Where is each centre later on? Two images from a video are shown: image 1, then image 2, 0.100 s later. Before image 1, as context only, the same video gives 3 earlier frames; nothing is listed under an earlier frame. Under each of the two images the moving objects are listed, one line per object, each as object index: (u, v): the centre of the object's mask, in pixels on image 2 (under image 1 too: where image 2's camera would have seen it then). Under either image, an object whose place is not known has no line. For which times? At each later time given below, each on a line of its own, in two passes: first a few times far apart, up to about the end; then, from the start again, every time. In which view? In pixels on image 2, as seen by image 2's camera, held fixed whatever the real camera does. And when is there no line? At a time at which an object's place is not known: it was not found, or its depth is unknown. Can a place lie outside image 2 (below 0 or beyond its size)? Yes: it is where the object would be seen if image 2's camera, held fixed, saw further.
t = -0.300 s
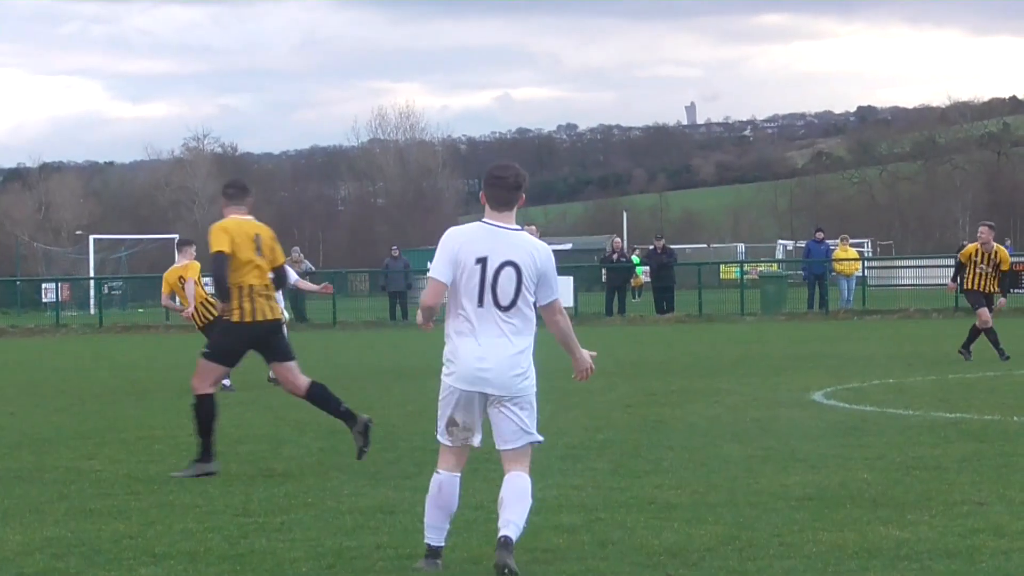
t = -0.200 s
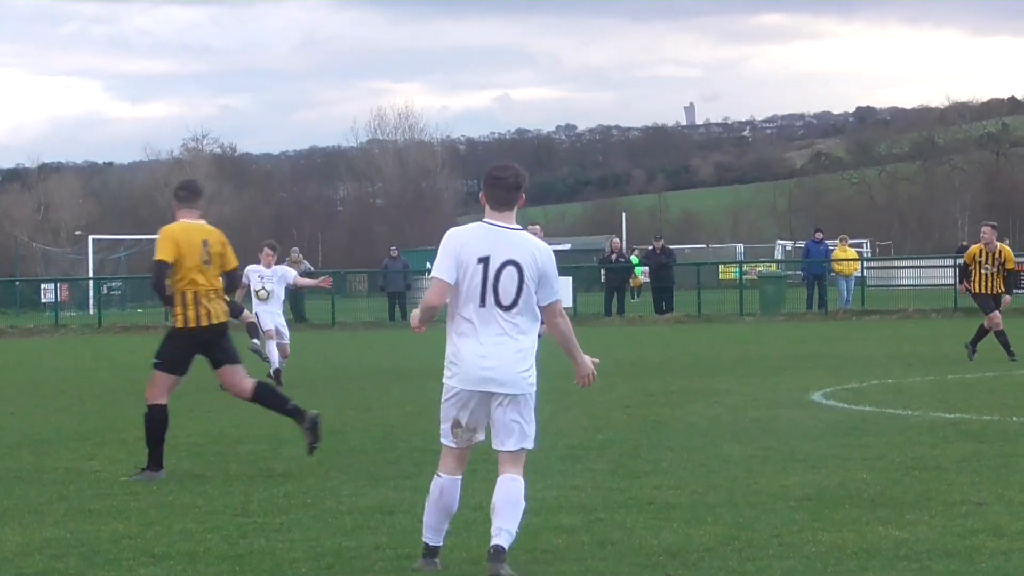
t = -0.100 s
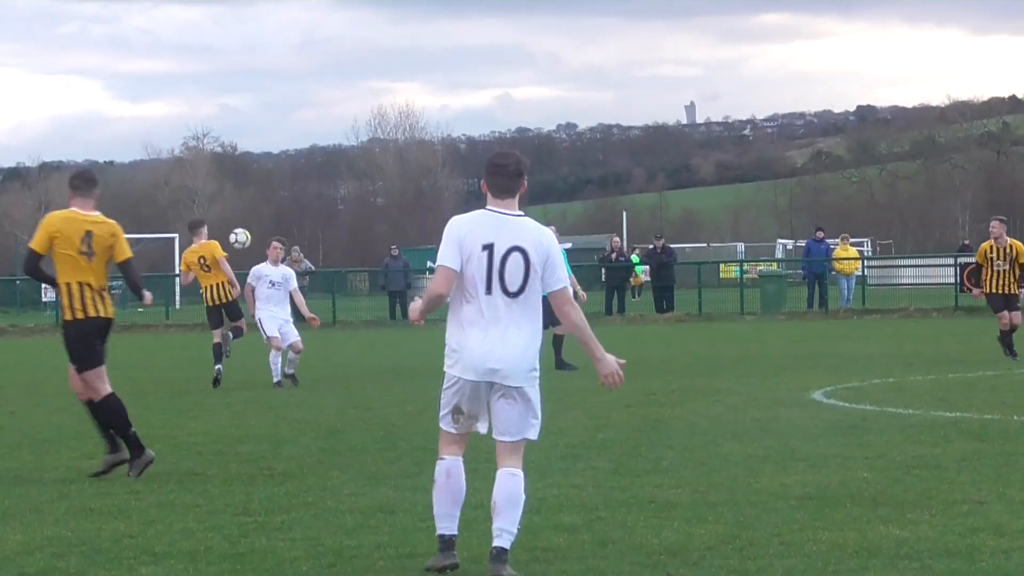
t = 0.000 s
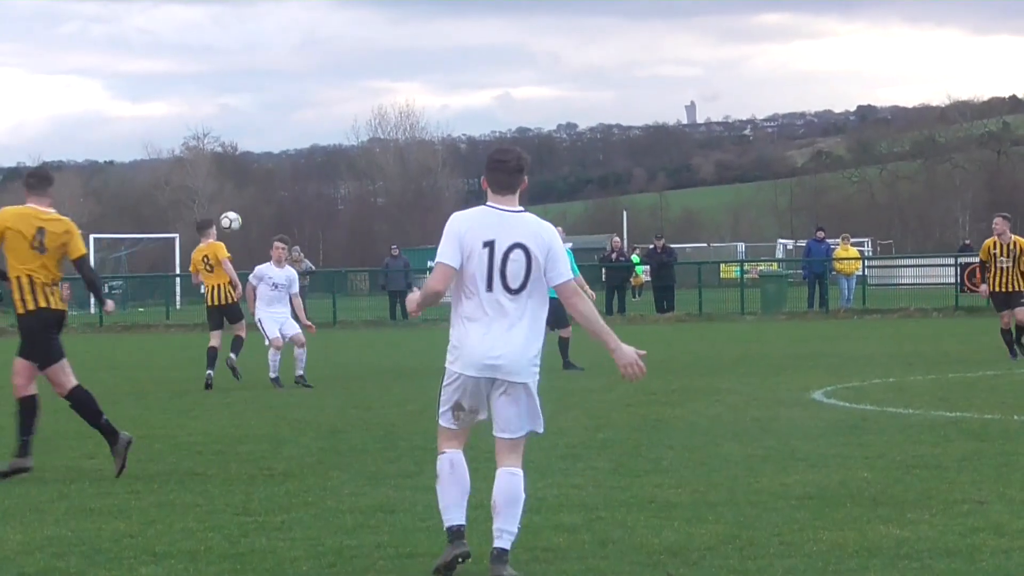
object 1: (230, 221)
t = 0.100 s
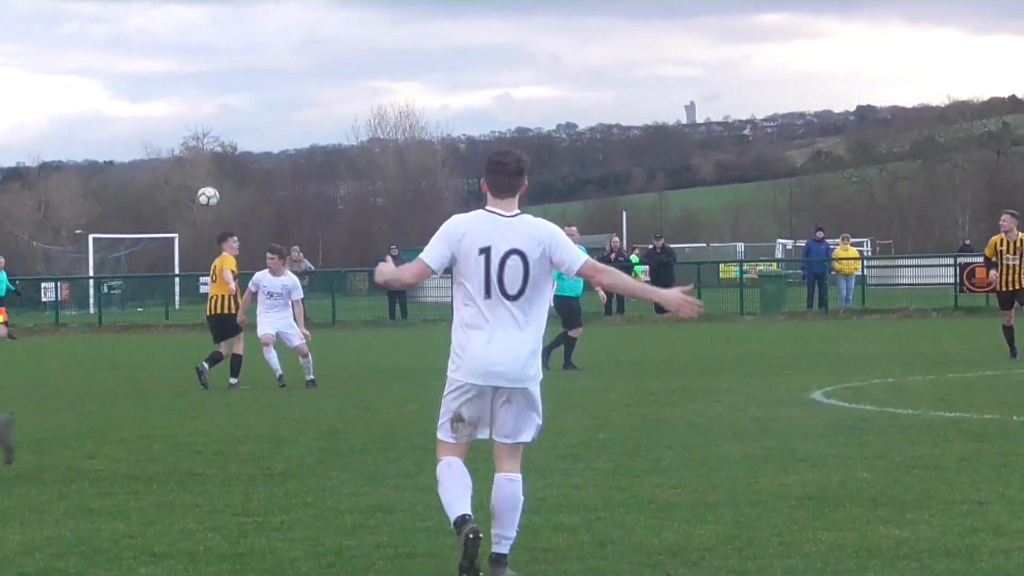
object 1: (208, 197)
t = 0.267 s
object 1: (186, 193)
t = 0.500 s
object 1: (162, 236)
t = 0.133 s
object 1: (202, 193)
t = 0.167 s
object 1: (197, 192)
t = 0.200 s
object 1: (199, 192)
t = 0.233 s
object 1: (191, 191)
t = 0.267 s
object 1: (186, 193)
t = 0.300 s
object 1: (182, 196)
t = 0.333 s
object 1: (177, 200)
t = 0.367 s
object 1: (173, 207)
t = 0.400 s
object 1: (175, 203)
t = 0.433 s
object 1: (169, 215)
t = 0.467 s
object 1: (165, 225)
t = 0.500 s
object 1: (162, 236)
